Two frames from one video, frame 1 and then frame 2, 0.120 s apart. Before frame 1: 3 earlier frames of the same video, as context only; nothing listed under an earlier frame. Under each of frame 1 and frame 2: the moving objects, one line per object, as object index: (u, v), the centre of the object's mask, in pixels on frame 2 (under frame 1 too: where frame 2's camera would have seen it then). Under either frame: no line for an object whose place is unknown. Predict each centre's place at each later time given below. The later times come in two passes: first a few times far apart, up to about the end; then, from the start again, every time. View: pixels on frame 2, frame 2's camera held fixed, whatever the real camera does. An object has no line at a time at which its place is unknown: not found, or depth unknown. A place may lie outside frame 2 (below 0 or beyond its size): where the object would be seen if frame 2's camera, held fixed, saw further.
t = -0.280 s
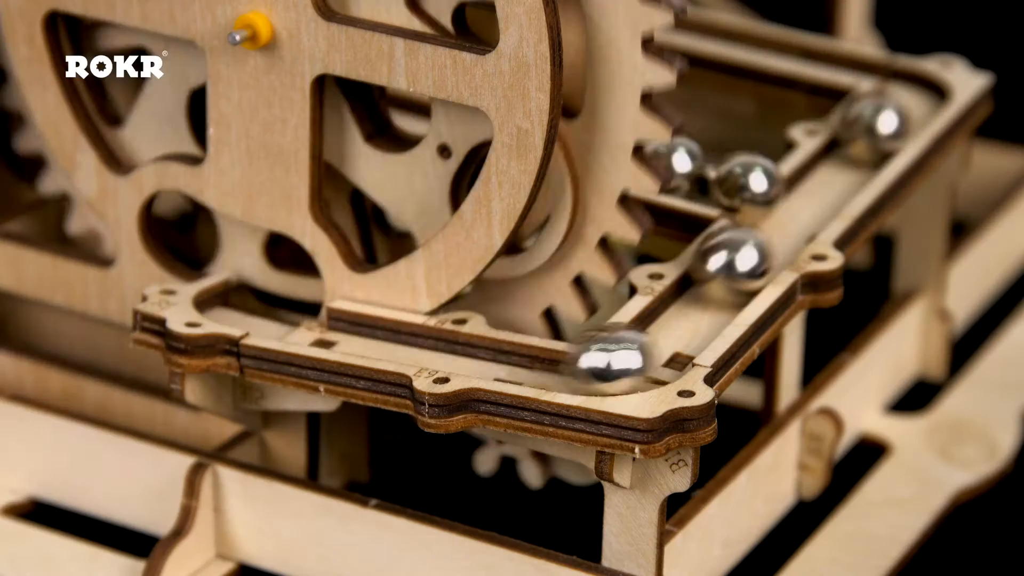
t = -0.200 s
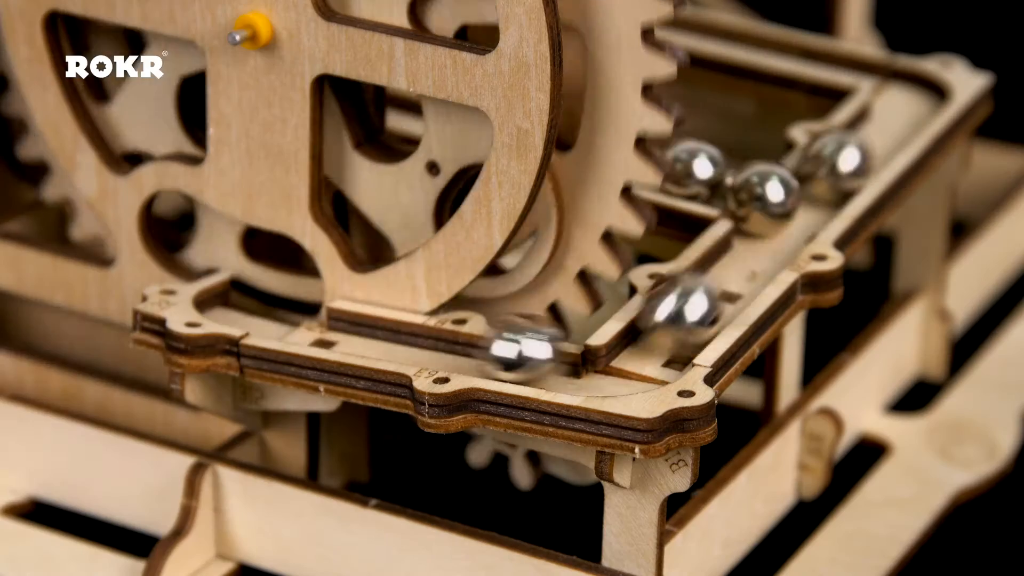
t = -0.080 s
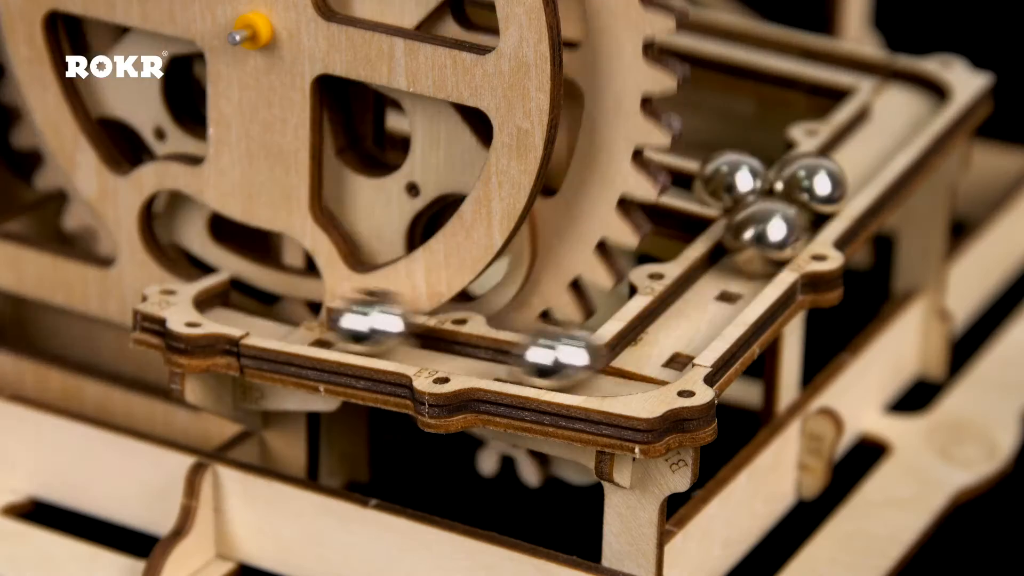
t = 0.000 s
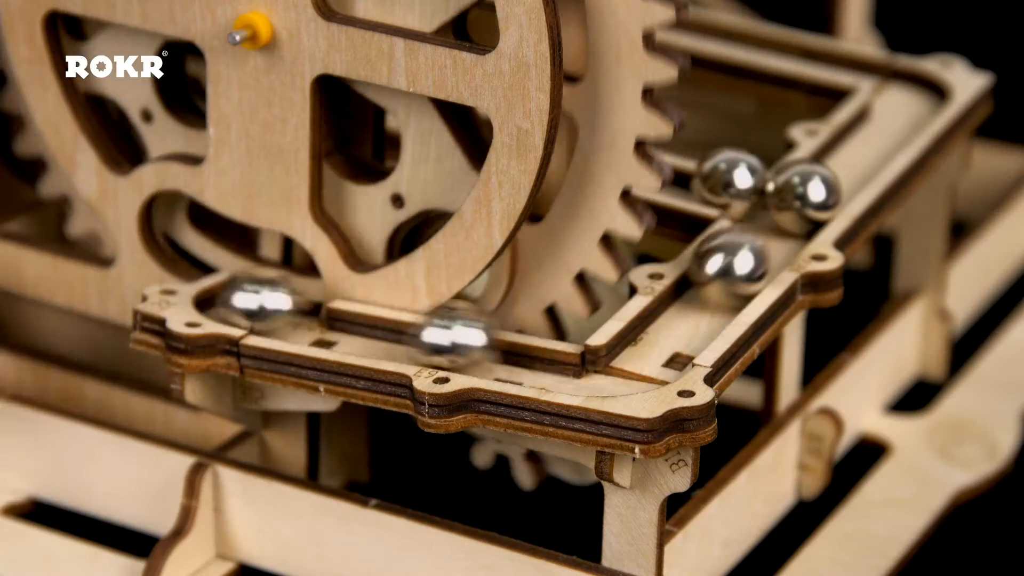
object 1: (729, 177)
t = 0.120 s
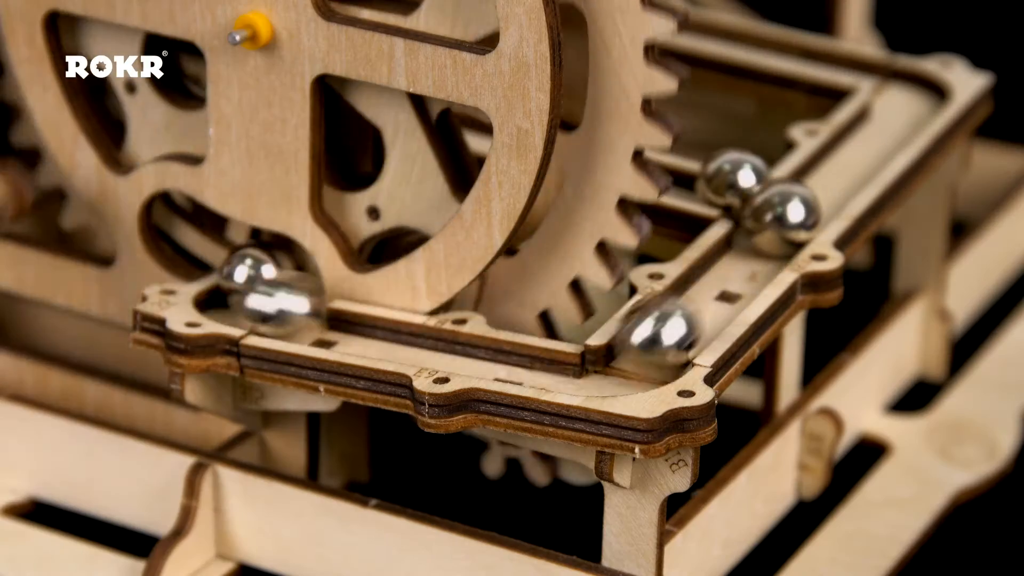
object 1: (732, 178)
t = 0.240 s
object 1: (757, 186)
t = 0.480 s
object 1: (741, 254)
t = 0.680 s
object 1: (620, 354)
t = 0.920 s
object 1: (383, 323)
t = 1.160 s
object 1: (381, 322)
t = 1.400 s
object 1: (380, 322)
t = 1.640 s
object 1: (378, 322)
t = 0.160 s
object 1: (738, 179)
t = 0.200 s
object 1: (748, 182)
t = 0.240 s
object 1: (757, 186)
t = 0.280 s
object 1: (764, 200)
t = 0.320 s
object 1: (770, 209)
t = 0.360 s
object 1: (776, 219)
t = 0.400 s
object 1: (769, 229)
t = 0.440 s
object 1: (757, 239)
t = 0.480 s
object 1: (741, 254)
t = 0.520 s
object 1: (724, 269)
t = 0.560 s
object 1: (706, 285)
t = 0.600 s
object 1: (681, 313)
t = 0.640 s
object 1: (655, 339)
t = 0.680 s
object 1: (620, 354)
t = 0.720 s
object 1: (574, 360)
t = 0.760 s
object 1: (528, 350)
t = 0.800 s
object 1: (477, 340)
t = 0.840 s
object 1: (424, 331)
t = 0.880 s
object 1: (387, 323)
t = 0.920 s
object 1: (383, 323)
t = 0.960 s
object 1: (382, 321)
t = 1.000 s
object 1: (382, 321)
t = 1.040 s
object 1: (382, 321)
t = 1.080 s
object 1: (382, 321)
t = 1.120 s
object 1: (381, 322)
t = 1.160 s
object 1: (381, 322)
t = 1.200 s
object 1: (380, 322)
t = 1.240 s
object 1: (380, 322)
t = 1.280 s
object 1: (380, 322)
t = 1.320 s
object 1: (380, 322)
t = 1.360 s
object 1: (380, 322)
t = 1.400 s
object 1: (380, 322)
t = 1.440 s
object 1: (380, 322)
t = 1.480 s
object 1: (380, 322)
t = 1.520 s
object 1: (380, 322)
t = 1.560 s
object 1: (380, 322)
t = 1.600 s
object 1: (380, 322)
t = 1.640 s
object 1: (378, 322)
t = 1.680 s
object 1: (373, 321)
